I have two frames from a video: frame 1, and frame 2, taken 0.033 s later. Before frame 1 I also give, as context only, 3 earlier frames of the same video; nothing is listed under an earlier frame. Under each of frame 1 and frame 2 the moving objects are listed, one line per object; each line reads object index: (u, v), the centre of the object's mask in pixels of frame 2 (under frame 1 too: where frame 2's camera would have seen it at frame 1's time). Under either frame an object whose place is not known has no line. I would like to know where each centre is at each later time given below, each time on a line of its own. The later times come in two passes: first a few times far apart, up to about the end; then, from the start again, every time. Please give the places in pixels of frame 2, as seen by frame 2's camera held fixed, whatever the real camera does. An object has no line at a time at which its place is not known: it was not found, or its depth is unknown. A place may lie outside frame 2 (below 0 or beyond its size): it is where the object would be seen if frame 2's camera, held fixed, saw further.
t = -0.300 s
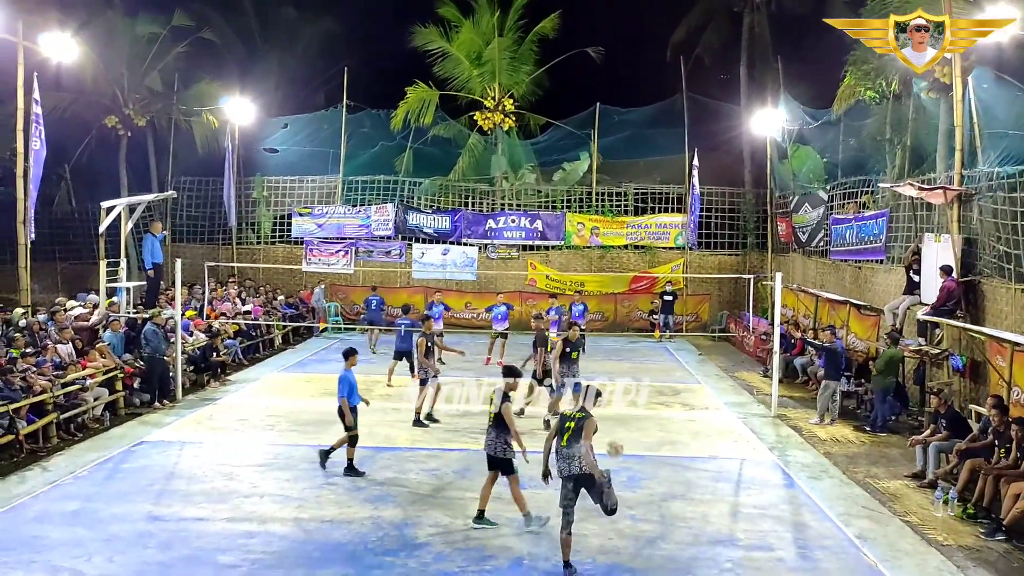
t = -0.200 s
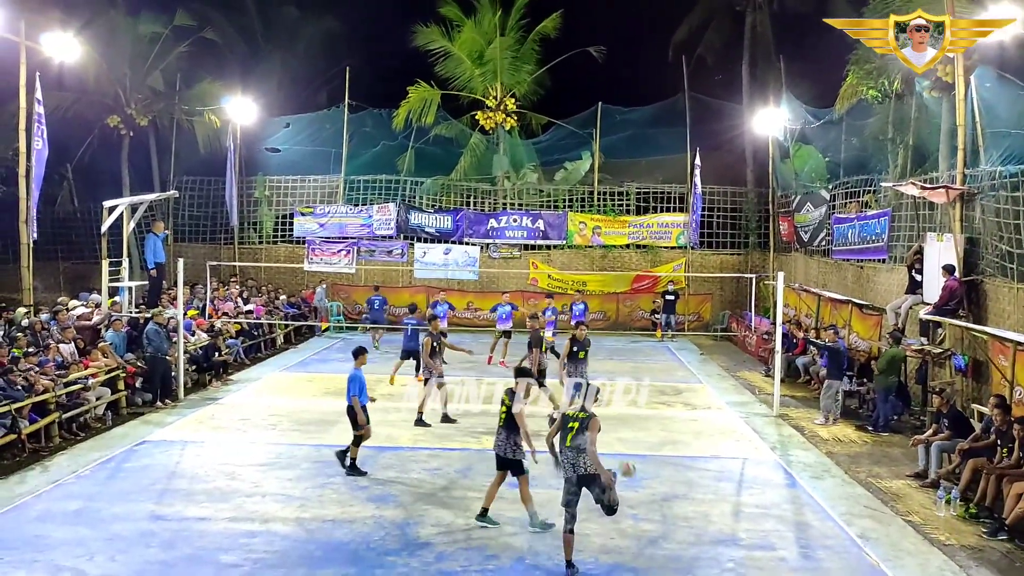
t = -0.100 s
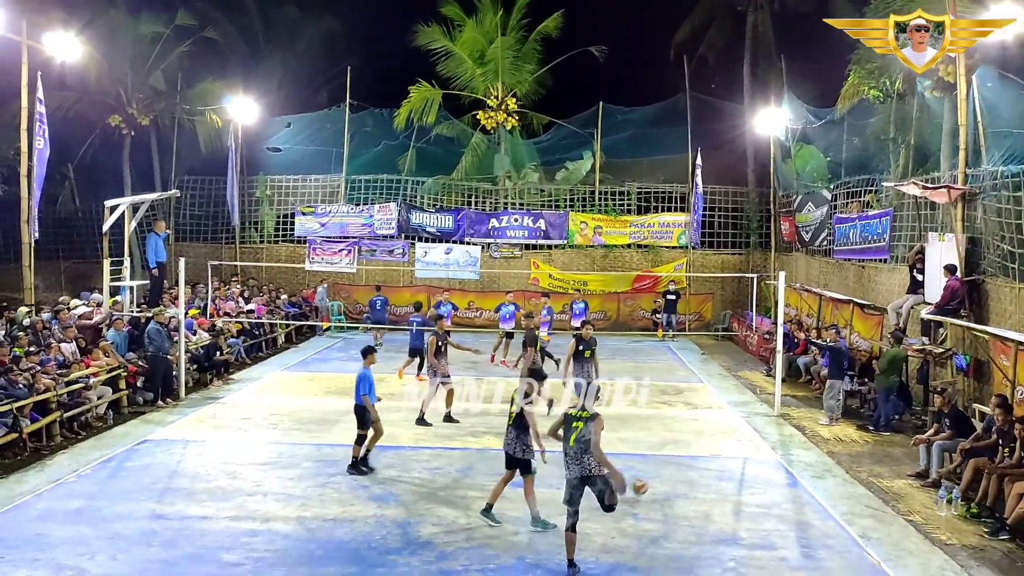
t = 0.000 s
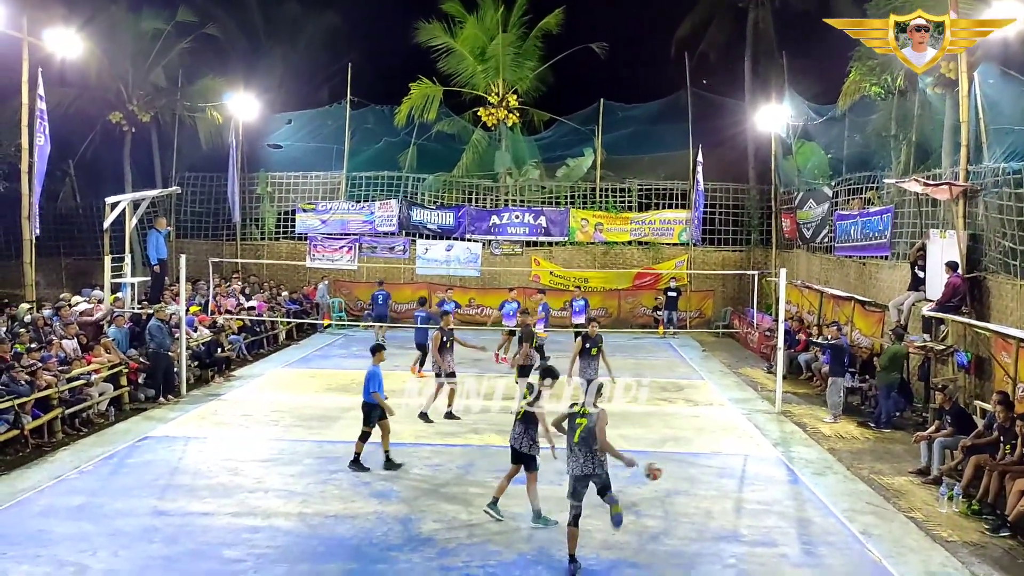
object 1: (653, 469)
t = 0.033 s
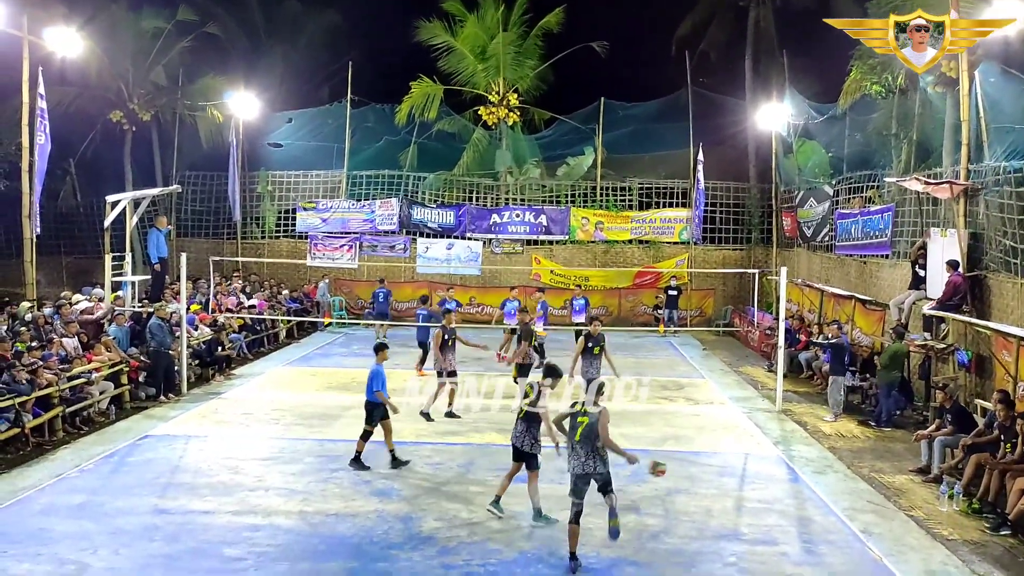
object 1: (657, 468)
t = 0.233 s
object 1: (682, 473)
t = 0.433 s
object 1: (709, 517)
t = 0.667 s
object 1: (745, 507)
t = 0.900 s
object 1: (783, 549)
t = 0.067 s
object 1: (661, 467)
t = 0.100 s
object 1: (665, 466)
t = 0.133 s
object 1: (669, 467)
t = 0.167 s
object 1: (674, 469)
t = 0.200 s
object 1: (678, 470)
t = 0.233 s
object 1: (682, 473)
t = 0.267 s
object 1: (687, 478)
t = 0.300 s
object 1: (691, 484)
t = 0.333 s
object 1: (695, 490)
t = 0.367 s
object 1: (700, 498)
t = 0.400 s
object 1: (704, 507)
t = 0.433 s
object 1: (709, 517)
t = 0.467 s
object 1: (715, 513)
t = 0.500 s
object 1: (719, 510)
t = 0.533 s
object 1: (723, 507)
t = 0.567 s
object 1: (729, 506)
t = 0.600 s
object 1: (734, 505)
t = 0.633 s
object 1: (739, 505)
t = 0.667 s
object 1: (745, 507)
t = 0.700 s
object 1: (750, 510)
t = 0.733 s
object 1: (755, 513)
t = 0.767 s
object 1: (760, 518)
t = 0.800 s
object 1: (766, 523)
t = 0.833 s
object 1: (771, 531)
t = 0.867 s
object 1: (777, 540)
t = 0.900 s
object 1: (783, 549)
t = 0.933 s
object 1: (788, 548)
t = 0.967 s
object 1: (795, 544)
